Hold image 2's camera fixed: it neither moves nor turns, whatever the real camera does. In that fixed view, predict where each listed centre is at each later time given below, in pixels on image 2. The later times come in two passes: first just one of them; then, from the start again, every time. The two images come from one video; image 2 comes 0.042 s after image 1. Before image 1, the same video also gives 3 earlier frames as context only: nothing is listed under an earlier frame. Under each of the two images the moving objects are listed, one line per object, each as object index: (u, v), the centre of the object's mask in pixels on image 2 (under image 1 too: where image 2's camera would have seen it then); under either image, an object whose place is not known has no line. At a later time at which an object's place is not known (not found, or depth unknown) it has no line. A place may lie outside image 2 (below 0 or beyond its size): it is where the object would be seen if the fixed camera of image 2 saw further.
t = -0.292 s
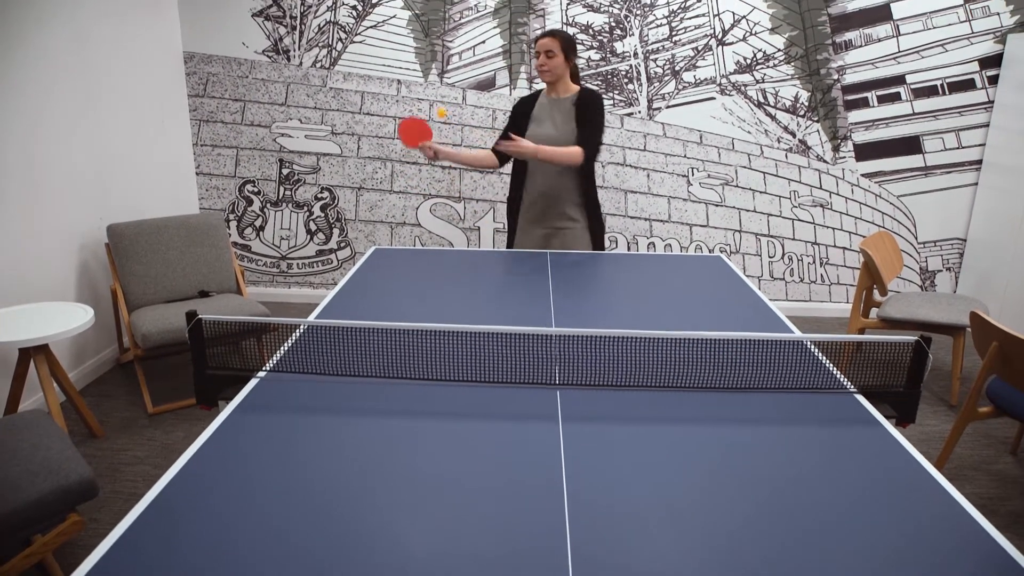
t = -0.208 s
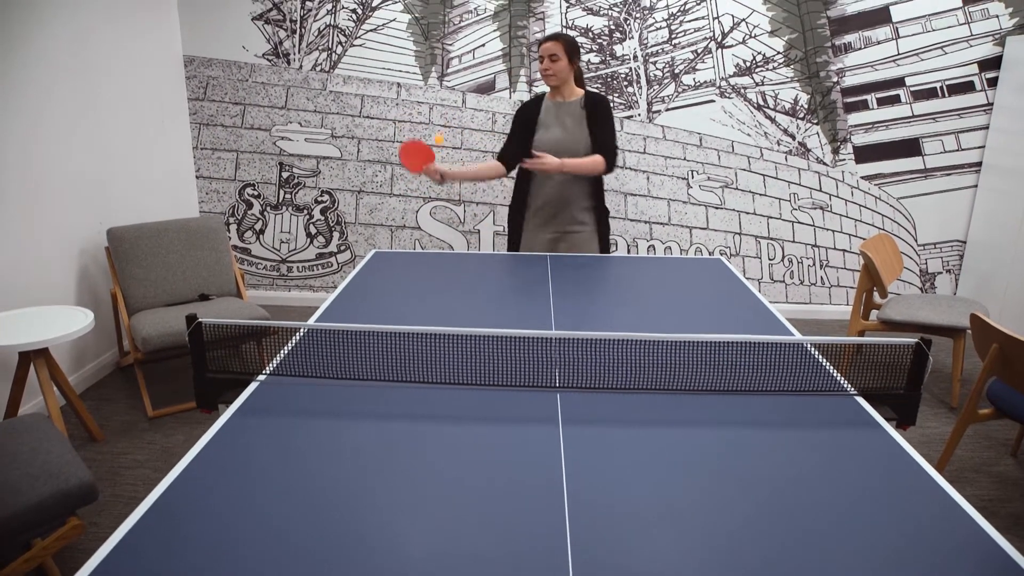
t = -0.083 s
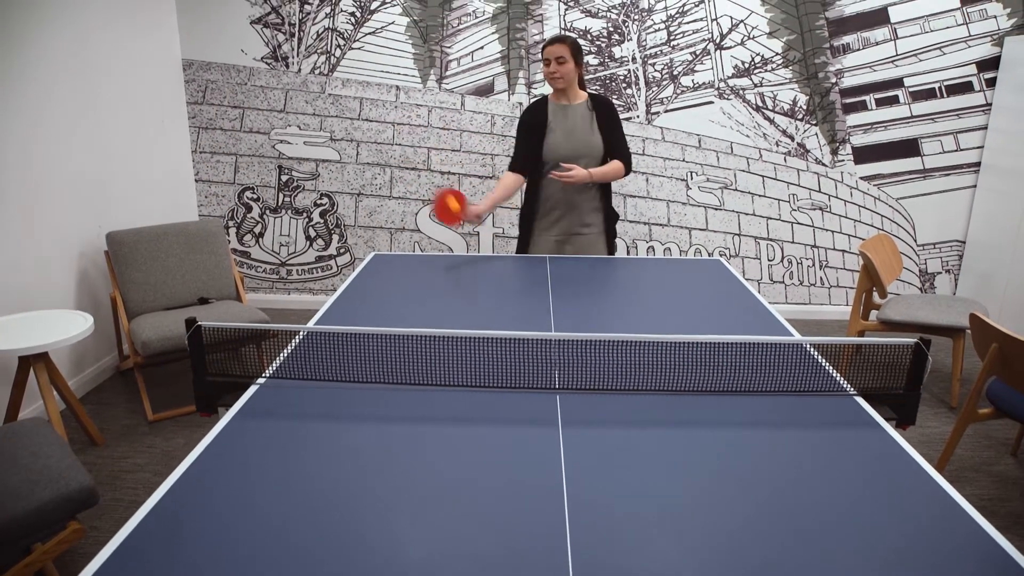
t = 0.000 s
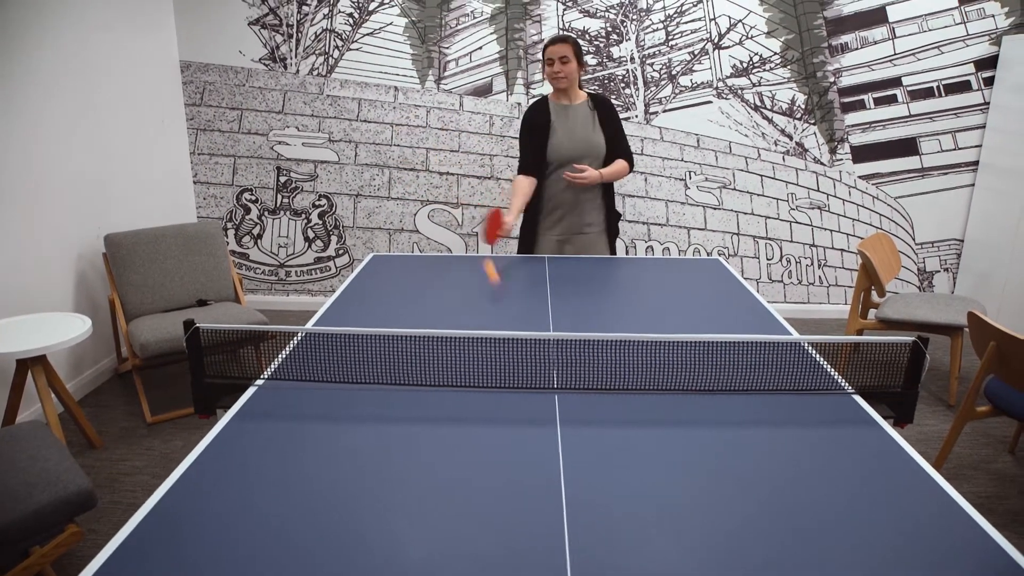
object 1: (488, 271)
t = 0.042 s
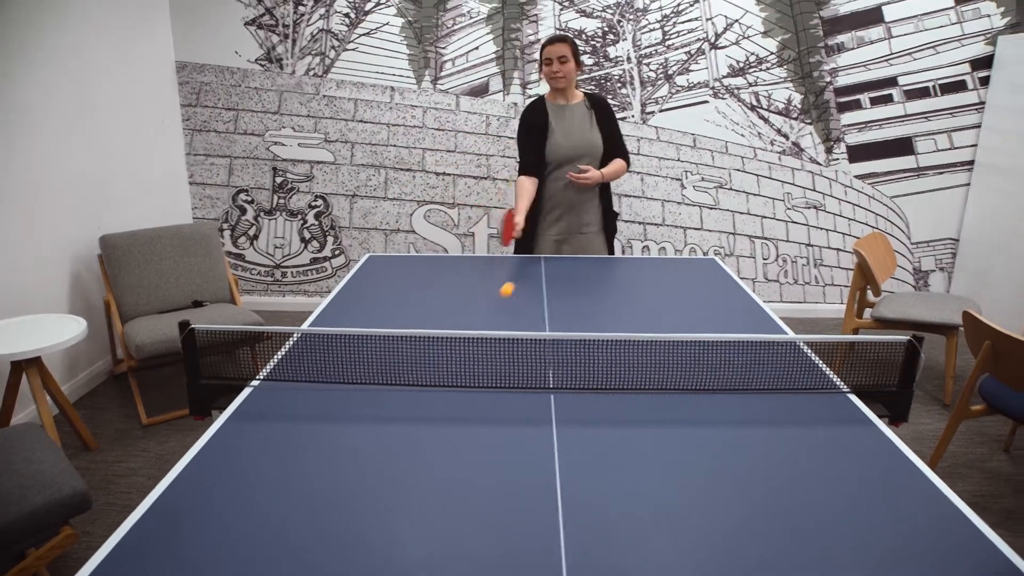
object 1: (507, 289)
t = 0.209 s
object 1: (593, 271)
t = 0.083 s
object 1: (526, 277)
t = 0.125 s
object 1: (546, 269)
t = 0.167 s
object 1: (568, 267)
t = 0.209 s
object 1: (593, 271)
